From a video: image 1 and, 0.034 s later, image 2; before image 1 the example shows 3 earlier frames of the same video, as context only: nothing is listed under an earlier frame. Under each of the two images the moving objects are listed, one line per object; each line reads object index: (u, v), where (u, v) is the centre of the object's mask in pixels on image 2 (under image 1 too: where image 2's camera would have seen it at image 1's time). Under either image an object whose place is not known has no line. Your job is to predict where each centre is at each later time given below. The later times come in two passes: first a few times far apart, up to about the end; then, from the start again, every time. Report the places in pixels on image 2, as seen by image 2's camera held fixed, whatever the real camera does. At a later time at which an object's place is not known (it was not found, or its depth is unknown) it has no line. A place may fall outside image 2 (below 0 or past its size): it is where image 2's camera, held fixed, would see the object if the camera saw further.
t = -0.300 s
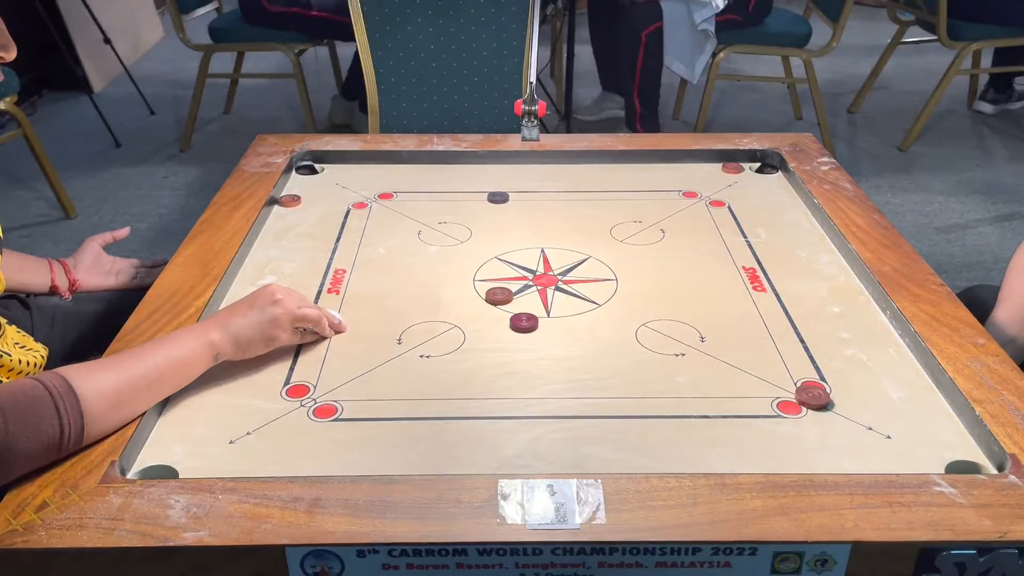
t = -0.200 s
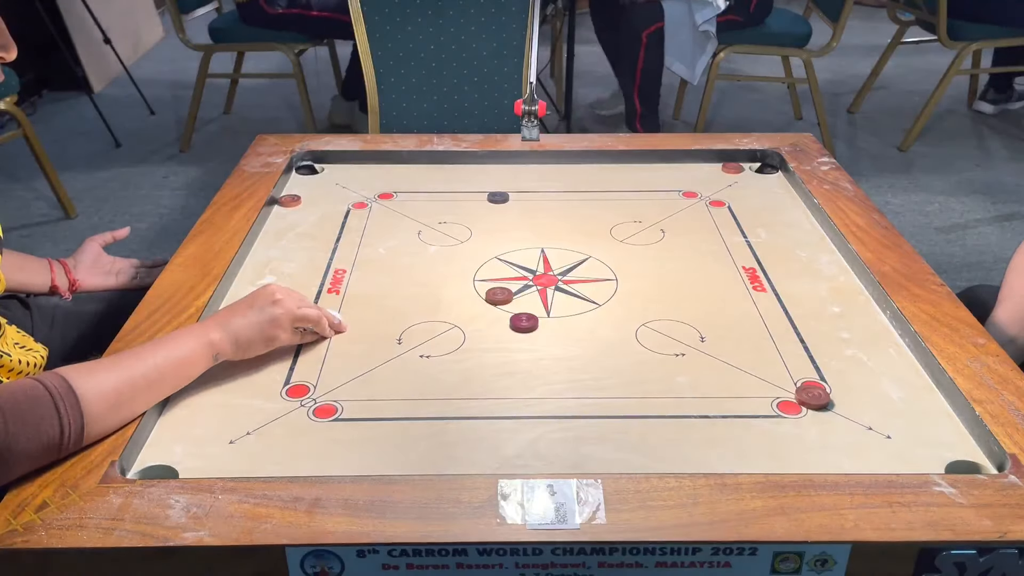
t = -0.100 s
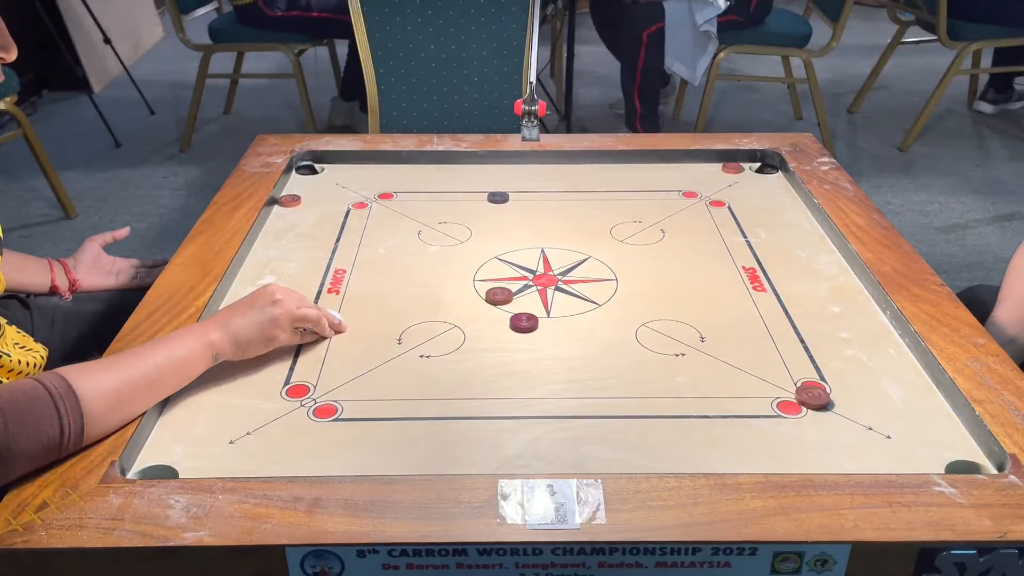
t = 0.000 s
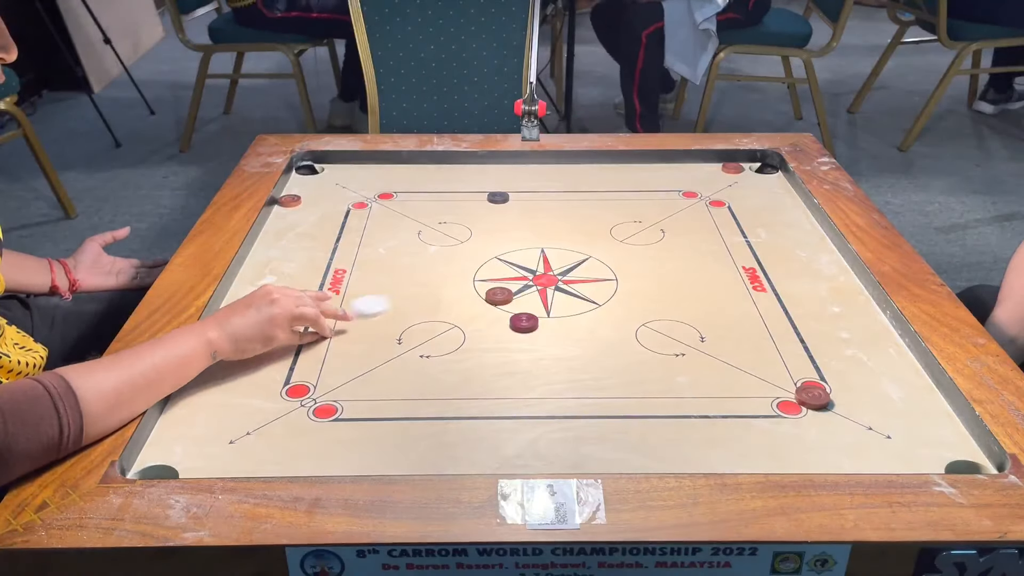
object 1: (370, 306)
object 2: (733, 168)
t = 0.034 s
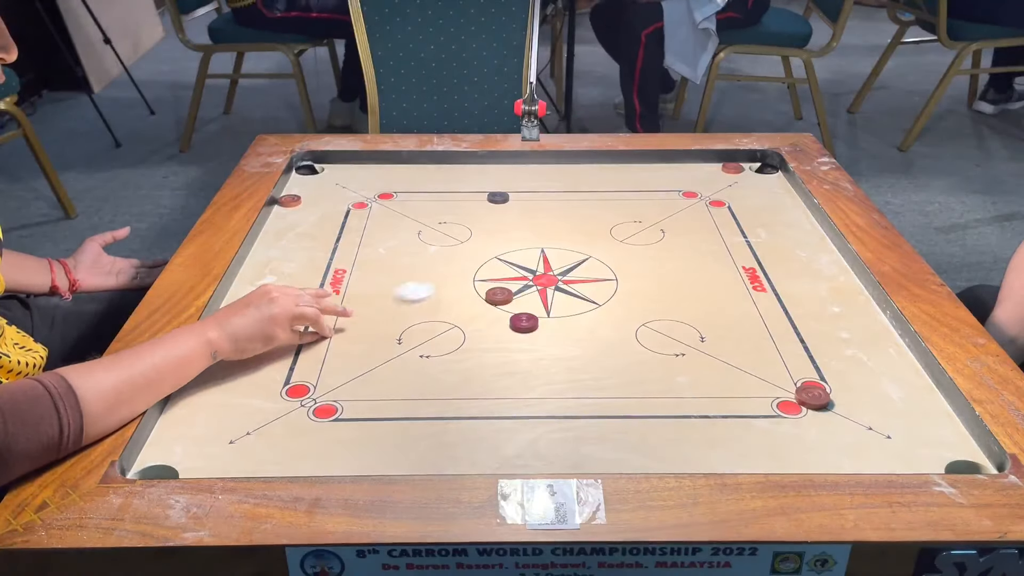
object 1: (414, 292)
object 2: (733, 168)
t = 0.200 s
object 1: (597, 235)
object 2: (733, 168)
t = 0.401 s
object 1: (759, 185)
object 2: (732, 168)
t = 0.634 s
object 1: (698, 184)
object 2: (644, 172)
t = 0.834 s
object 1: (658, 192)
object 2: (564, 181)
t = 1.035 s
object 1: (638, 196)
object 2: (502, 188)
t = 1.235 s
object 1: (633, 198)
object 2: (467, 188)
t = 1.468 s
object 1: (632, 198)
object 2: (456, 188)
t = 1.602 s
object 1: (632, 198)
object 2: (456, 188)
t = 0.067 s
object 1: (455, 279)
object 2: (733, 168)
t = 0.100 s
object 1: (493, 267)
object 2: (733, 168)
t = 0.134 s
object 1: (529, 256)
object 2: (733, 168)
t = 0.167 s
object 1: (566, 245)
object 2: (732, 168)
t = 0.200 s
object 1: (597, 235)
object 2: (733, 168)
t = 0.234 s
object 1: (628, 225)
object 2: (732, 168)
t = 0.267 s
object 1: (657, 216)
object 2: (732, 168)
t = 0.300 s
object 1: (685, 208)
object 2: (732, 168)
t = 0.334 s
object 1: (712, 200)
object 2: (732, 168)
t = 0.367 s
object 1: (735, 192)
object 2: (732, 168)
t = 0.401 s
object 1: (759, 185)
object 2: (732, 168)
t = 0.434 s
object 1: (765, 178)
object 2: (733, 168)
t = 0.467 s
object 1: (743, 173)
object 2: (725, 166)
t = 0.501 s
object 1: (733, 173)
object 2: (707, 166)
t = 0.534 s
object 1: (724, 174)
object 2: (690, 168)
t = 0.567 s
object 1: (714, 176)
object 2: (674, 169)
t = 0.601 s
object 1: (706, 181)
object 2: (659, 171)
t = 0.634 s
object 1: (698, 184)
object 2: (644, 172)
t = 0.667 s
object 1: (690, 184)
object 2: (629, 174)
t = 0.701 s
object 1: (683, 187)
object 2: (616, 175)
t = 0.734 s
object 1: (676, 188)
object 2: (602, 177)
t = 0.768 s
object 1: (669, 190)
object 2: (589, 178)
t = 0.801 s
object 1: (664, 191)
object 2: (576, 180)
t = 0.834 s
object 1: (658, 192)
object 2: (564, 181)
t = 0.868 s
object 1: (654, 193)
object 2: (552, 183)
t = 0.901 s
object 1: (650, 194)
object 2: (541, 184)
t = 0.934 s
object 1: (646, 195)
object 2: (530, 186)
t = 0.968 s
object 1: (642, 195)
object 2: (520, 187)
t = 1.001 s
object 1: (640, 196)
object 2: (510, 188)
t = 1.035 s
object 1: (638, 196)
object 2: (502, 188)
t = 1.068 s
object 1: (636, 197)
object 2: (494, 188)
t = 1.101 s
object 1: (634, 197)
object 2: (487, 188)
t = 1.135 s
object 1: (633, 198)
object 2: (481, 188)
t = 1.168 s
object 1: (633, 198)
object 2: (476, 189)
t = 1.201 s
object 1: (633, 198)
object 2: (471, 189)
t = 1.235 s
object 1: (633, 198)
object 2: (467, 188)
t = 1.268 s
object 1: (633, 198)
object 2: (464, 188)
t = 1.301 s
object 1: (633, 198)
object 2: (461, 189)
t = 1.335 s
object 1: (633, 198)
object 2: (459, 188)
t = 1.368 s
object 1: (633, 198)
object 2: (457, 188)
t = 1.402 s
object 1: (633, 198)
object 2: (456, 188)
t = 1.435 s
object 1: (633, 198)
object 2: (456, 188)
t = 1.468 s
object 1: (632, 198)
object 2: (456, 188)
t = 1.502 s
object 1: (632, 198)
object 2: (456, 188)
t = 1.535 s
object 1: (632, 198)
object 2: (456, 188)
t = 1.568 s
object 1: (633, 198)
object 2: (456, 188)
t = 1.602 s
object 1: (632, 198)
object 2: (456, 188)
